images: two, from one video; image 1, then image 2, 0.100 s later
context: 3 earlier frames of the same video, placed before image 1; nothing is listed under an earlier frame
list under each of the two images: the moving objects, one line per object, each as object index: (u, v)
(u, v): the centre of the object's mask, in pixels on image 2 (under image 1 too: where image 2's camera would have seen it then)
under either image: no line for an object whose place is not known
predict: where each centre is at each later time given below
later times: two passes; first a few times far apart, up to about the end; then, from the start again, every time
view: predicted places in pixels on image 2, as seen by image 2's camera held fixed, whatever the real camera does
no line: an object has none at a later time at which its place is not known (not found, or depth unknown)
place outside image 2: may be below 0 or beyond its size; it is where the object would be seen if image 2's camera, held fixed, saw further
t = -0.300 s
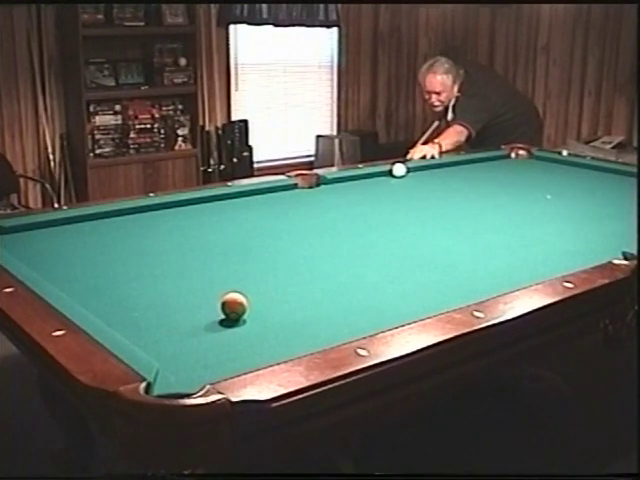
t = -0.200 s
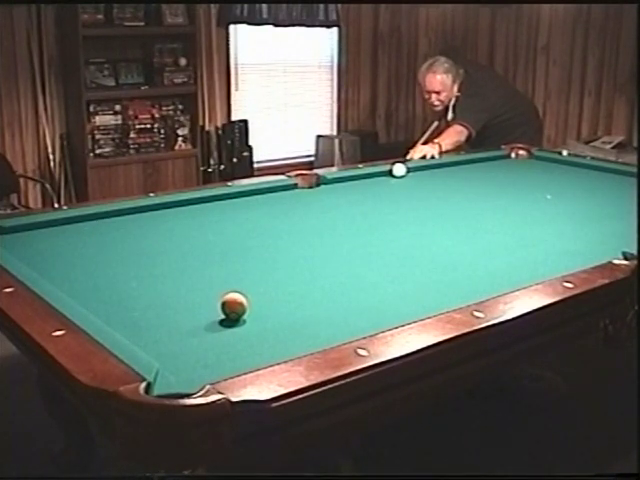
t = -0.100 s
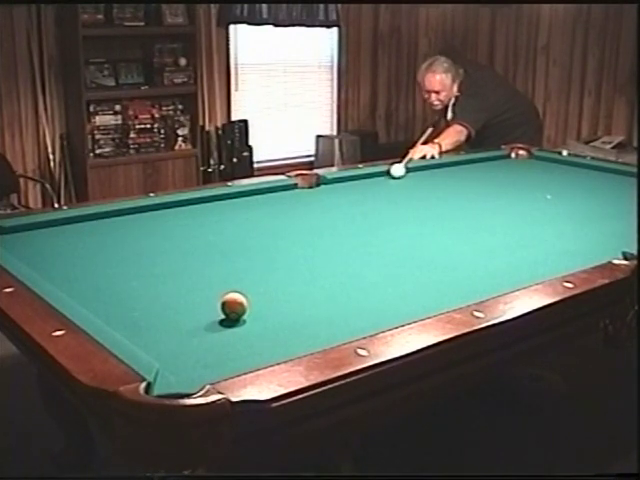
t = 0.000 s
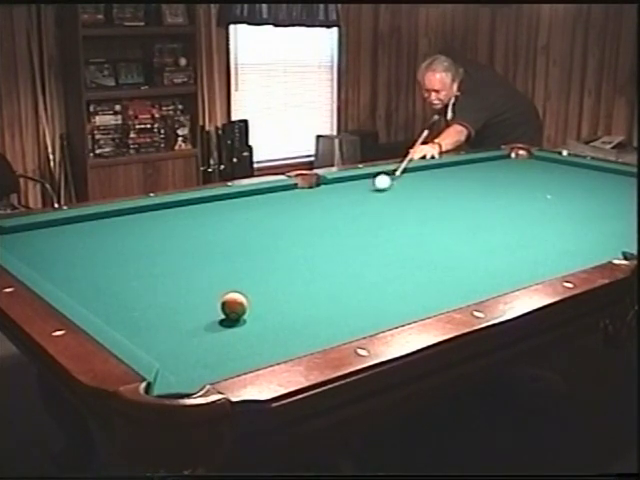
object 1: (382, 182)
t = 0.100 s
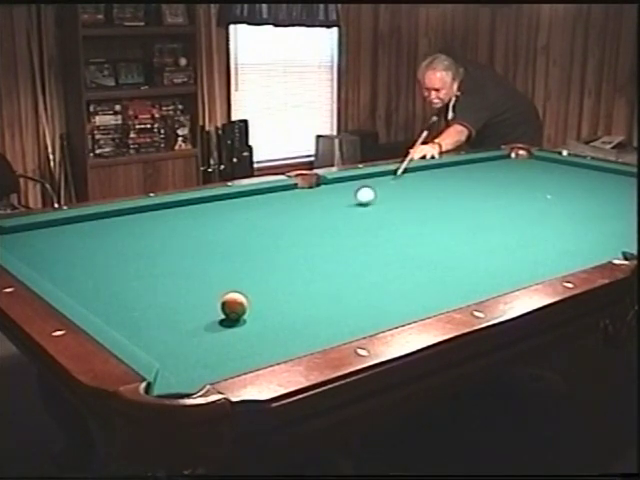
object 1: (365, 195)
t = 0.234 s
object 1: (339, 216)
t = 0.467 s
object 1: (274, 268)
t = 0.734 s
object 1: (187, 302)
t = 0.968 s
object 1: (120, 319)
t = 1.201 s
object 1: (173, 309)
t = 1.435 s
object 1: (217, 301)
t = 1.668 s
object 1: (257, 293)
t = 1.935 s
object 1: (296, 286)
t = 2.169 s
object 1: (327, 280)
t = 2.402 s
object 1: (354, 274)
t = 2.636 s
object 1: (378, 270)
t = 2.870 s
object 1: (399, 266)
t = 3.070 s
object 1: (415, 262)
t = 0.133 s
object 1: (359, 200)
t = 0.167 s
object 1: (353, 205)
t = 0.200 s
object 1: (346, 211)
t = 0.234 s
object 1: (339, 216)
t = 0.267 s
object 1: (331, 222)
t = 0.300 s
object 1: (323, 229)
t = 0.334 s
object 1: (314, 236)
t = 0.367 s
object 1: (305, 243)
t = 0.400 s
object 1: (295, 251)
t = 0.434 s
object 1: (285, 259)
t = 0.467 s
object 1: (274, 268)
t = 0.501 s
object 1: (262, 277)
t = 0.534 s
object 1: (250, 286)
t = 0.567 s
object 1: (237, 290)
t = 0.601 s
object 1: (226, 295)
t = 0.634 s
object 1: (217, 297)
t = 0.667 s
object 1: (207, 299)
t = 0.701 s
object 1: (197, 300)
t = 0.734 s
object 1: (187, 302)
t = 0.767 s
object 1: (176, 304)
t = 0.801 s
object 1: (165, 307)
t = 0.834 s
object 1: (154, 310)
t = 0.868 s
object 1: (142, 313)
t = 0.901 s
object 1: (131, 316)
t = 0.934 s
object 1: (119, 318)
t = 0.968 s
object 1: (120, 319)
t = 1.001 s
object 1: (129, 317)
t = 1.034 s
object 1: (138, 316)
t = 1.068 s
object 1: (146, 315)
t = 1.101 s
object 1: (153, 313)
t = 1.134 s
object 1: (160, 312)
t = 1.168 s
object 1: (167, 310)
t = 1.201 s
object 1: (173, 309)
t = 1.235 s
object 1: (180, 307)
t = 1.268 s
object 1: (186, 307)
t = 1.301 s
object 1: (193, 305)
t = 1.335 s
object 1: (199, 304)
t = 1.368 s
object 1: (205, 302)
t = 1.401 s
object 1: (211, 302)
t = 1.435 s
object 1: (217, 301)
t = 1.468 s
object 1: (223, 300)
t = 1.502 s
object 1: (229, 299)
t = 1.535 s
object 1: (234, 297)
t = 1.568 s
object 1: (240, 296)
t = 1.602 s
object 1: (246, 295)
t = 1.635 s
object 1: (251, 294)
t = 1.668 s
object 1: (257, 293)
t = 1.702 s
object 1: (262, 292)
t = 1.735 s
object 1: (267, 291)
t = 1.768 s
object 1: (272, 290)
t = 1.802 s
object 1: (277, 289)
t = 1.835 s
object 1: (282, 288)
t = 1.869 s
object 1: (287, 287)
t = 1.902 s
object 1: (292, 286)
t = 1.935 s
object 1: (296, 286)
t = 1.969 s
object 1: (301, 284)
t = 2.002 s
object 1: (306, 284)
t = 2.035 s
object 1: (310, 283)
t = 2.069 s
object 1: (314, 282)
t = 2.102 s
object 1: (319, 281)
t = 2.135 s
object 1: (323, 280)
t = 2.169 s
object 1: (327, 280)
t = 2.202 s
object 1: (331, 279)
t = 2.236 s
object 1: (335, 278)
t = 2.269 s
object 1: (339, 278)
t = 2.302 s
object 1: (343, 277)
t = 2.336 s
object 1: (347, 276)
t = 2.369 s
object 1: (350, 275)
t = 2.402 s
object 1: (354, 274)
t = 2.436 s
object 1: (357, 274)
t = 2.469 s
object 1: (361, 273)
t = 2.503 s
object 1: (364, 272)
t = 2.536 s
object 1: (368, 272)
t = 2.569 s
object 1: (371, 271)
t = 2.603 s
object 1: (375, 271)
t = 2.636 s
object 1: (378, 270)
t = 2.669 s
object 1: (381, 269)
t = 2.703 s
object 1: (384, 269)
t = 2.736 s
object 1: (387, 268)
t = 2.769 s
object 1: (390, 267)
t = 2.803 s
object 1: (393, 267)
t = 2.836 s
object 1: (396, 266)
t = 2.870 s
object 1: (399, 266)
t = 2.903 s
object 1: (401, 265)
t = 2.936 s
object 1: (404, 265)
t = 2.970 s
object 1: (407, 264)
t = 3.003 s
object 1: (409, 264)
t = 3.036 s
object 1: (413, 263)
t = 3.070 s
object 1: (415, 262)
